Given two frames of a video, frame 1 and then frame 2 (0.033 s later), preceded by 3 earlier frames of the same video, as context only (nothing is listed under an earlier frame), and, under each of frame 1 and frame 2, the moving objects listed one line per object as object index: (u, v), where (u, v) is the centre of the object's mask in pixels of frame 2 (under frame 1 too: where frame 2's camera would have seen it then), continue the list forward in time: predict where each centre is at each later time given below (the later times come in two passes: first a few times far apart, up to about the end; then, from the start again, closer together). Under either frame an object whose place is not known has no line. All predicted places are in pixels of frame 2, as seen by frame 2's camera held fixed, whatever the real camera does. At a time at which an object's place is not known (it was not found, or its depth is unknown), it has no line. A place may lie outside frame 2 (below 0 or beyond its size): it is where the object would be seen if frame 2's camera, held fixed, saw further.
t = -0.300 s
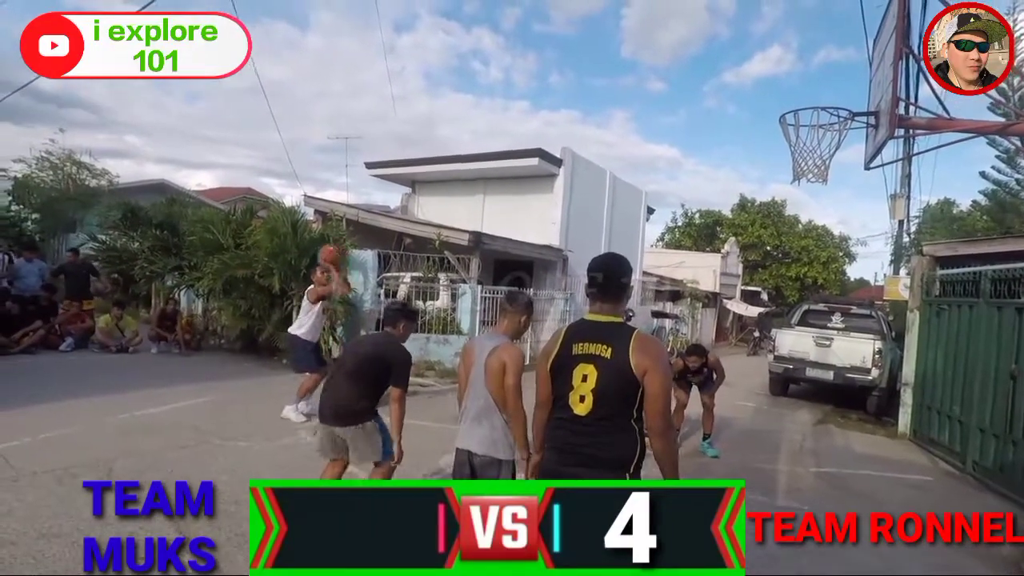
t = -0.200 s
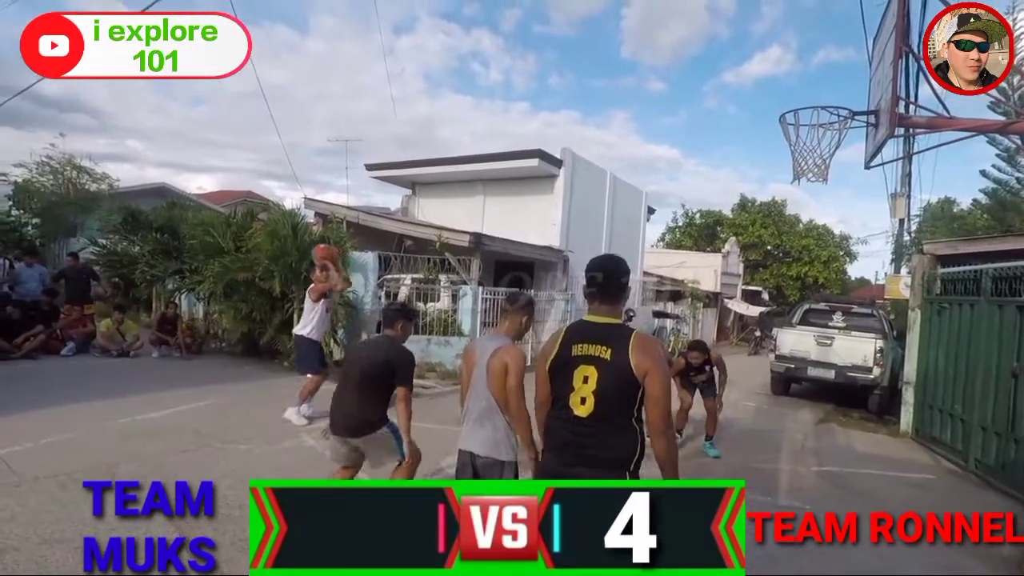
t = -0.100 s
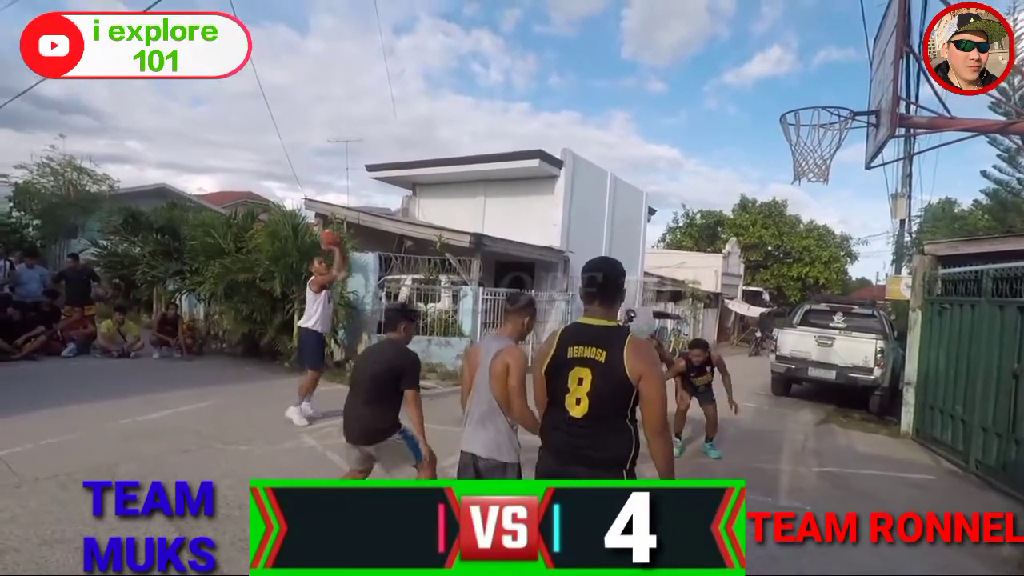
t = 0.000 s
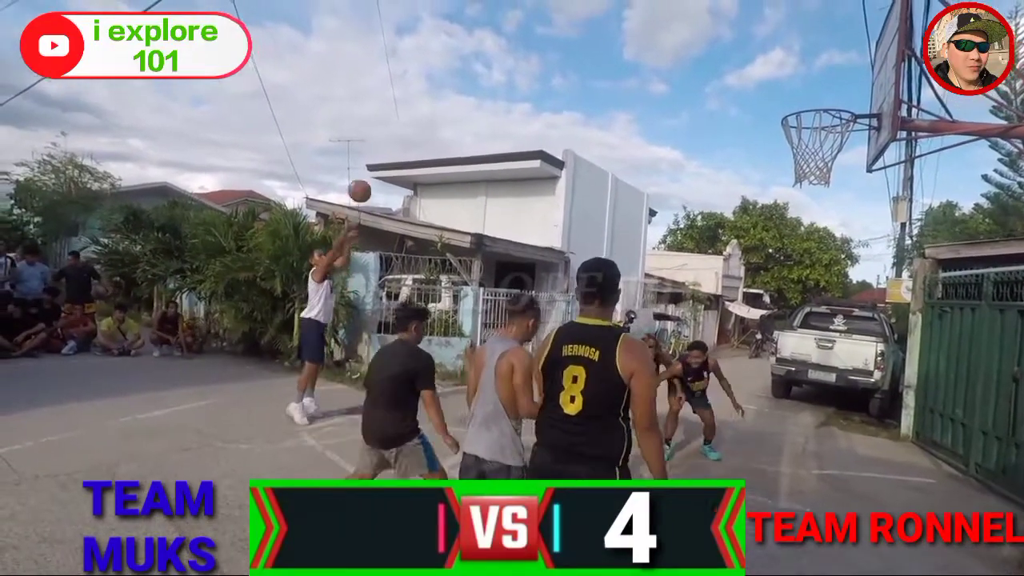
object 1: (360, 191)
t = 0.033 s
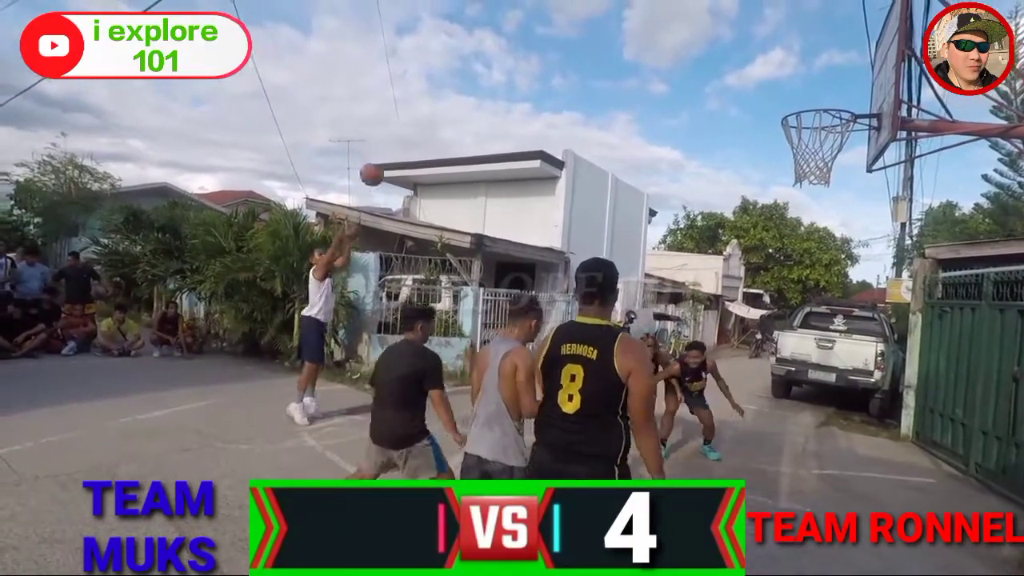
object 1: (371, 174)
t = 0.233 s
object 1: (450, 88)
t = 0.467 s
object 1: (555, 27)
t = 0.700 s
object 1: (679, 23)
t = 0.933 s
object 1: (825, 97)
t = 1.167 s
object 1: (785, 107)
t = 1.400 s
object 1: (746, 149)
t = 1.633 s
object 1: (711, 235)
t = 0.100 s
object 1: (397, 142)
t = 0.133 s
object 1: (409, 128)
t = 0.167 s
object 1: (422, 114)
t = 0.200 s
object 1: (436, 100)
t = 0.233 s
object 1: (450, 88)
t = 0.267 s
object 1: (464, 76)
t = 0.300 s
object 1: (478, 65)
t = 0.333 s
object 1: (493, 56)
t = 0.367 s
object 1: (508, 47)
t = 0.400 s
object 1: (523, 39)
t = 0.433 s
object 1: (539, 33)
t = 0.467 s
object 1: (555, 27)
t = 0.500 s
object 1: (572, 23)
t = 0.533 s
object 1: (589, 19)
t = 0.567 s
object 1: (606, 17)
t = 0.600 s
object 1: (624, 16)
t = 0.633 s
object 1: (642, 17)
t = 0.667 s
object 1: (661, 19)
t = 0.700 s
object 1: (679, 23)
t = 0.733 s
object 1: (699, 28)
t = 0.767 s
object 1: (719, 35)
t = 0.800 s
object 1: (739, 43)
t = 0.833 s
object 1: (760, 54)
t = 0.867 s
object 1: (781, 66)
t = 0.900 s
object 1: (802, 81)
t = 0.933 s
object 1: (825, 97)
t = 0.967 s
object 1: (832, 106)
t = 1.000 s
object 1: (820, 108)
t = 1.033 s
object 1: (810, 110)
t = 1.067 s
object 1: (803, 108)
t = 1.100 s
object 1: (797, 106)
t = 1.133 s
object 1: (791, 105)
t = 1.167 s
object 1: (785, 107)
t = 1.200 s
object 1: (779, 110)
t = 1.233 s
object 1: (773, 114)
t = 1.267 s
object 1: (768, 119)
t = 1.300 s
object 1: (762, 125)
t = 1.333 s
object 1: (757, 132)
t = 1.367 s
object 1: (751, 140)
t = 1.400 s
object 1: (746, 149)
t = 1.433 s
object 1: (741, 160)
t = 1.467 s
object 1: (735, 171)
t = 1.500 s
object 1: (730, 183)
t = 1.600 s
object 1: (715, 220)
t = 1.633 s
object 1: (711, 235)
